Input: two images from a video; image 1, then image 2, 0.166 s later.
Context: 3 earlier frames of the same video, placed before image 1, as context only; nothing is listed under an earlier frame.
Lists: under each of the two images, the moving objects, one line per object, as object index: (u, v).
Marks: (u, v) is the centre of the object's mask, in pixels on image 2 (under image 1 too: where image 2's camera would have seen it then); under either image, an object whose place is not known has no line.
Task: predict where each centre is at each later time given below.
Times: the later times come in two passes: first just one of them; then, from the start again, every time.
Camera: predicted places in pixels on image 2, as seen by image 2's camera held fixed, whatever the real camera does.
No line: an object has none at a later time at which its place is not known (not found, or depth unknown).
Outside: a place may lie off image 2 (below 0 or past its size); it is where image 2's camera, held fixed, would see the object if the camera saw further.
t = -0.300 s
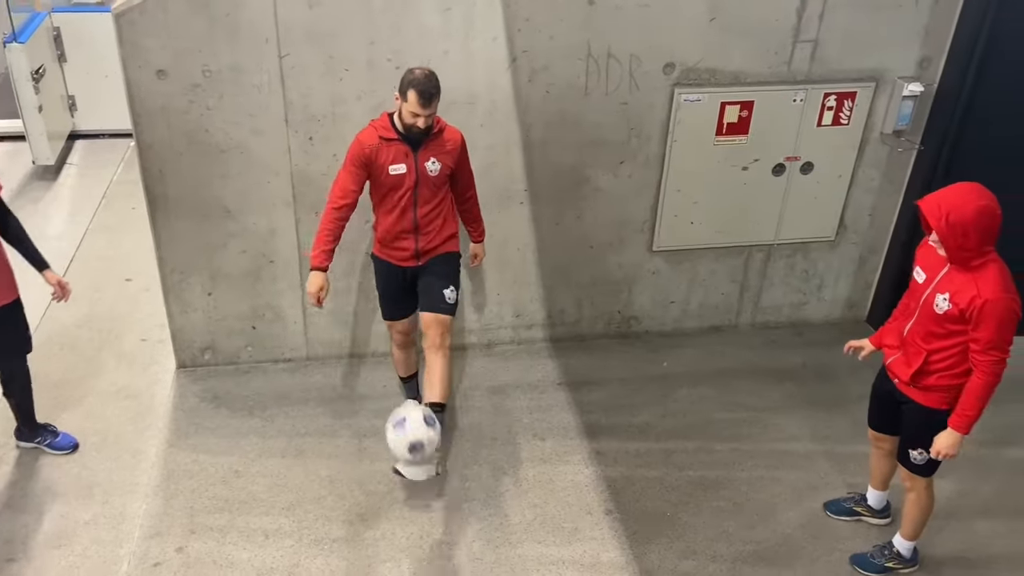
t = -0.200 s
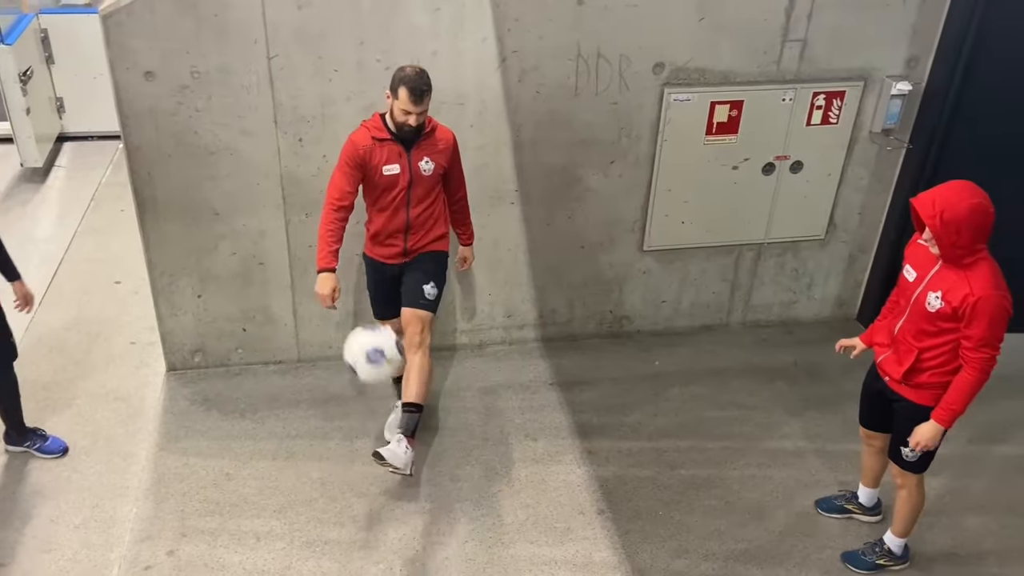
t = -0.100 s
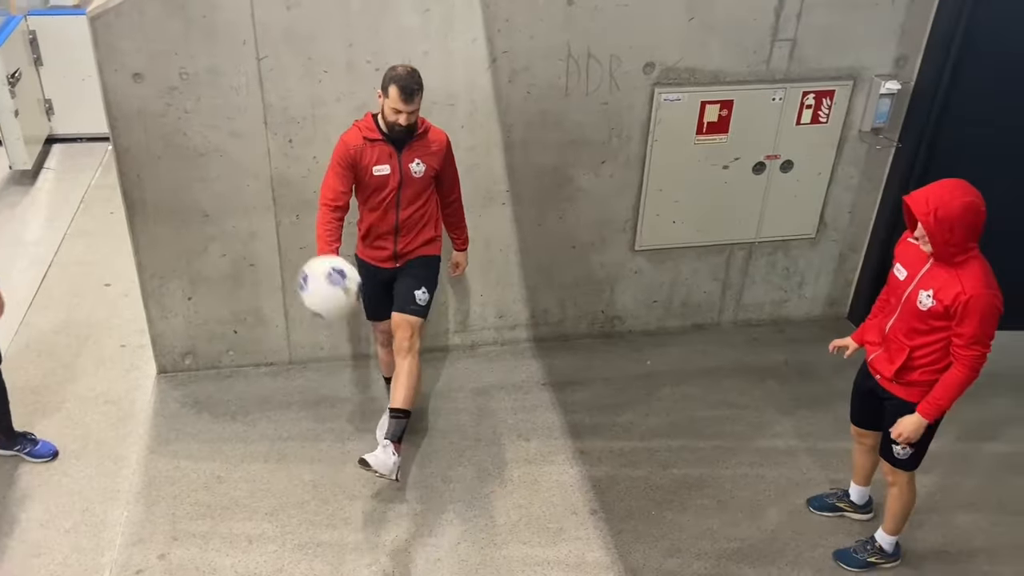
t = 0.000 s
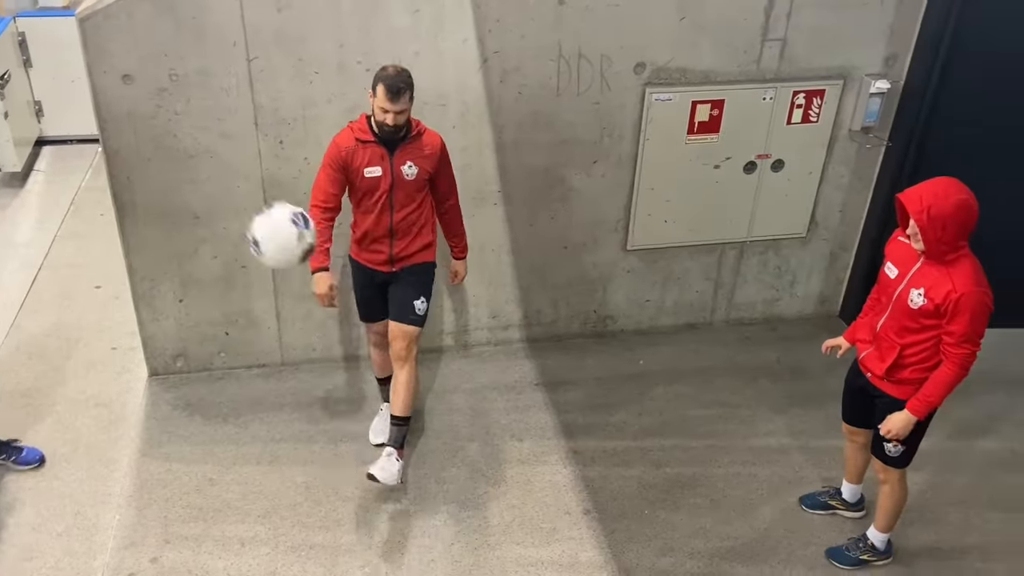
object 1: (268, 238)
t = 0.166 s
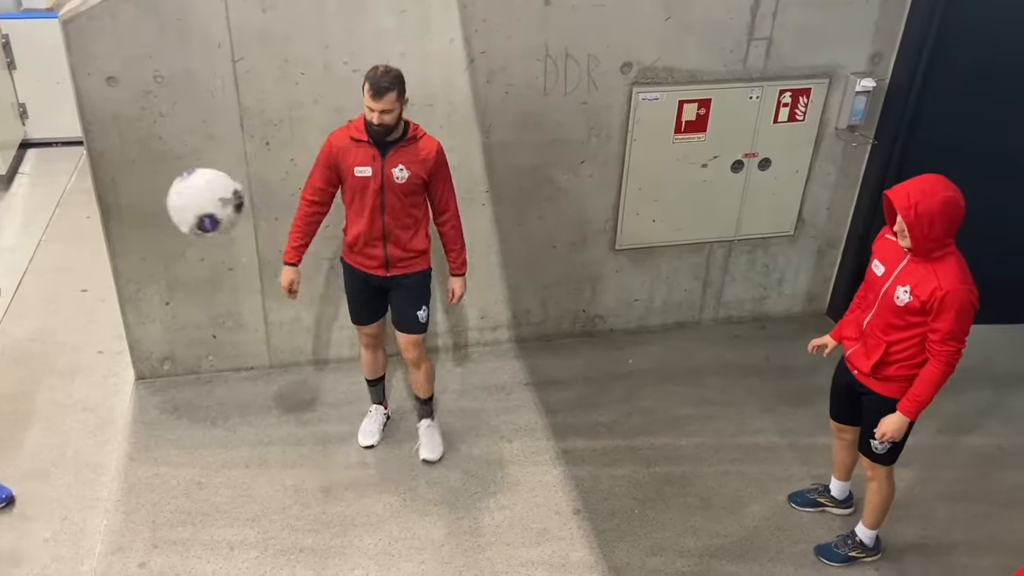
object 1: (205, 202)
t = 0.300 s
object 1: (160, 230)
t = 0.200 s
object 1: (193, 205)
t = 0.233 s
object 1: (181, 210)
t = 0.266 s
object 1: (170, 218)
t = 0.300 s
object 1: (160, 230)
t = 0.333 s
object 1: (150, 244)
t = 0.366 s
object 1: (141, 260)
